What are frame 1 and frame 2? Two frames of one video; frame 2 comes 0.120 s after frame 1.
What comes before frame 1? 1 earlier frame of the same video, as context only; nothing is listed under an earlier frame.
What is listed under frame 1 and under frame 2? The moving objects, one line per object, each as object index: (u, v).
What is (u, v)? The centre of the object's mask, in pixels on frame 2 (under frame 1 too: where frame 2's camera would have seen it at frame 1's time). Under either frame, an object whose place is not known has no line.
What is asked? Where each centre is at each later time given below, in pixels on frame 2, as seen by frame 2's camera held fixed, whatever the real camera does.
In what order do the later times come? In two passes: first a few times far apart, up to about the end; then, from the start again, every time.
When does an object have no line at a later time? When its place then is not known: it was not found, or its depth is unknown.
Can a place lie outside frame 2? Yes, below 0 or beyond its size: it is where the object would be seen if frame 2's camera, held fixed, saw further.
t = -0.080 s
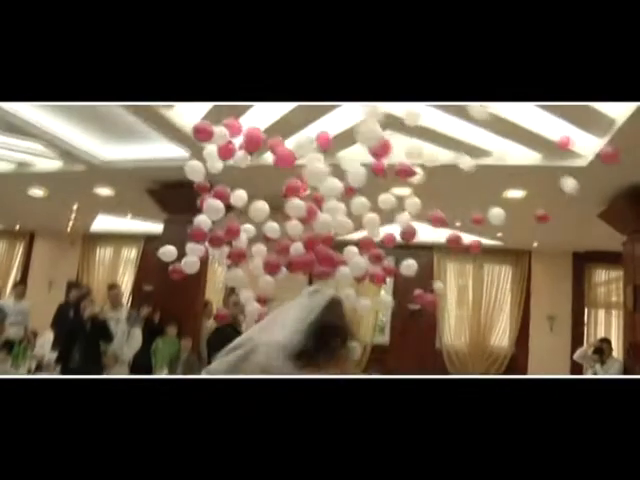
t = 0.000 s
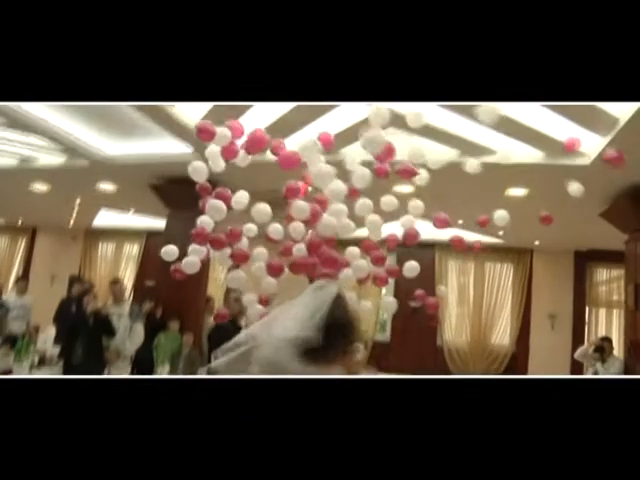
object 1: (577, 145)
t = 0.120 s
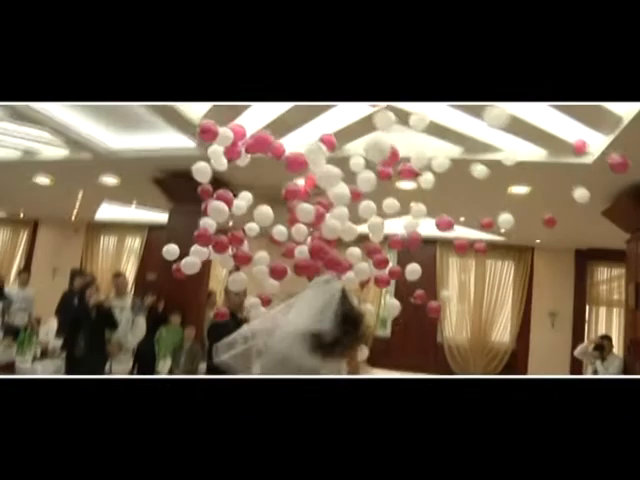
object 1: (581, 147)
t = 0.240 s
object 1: (585, 153)
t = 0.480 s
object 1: (596, 165)
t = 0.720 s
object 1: (604, 178)
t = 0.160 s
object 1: (582, 149)
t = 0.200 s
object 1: (584, 151)
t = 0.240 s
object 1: (585, 153)
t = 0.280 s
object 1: (587, 155)
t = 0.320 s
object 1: (588, 156)
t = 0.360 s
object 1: (590, 159)
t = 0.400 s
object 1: (591, 162)
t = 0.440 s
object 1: (593, 163)
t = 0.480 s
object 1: (596, 165)
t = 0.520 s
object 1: (596, 167)
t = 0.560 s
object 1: (598, 170)
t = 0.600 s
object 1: (600, 172)
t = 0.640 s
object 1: (601, 174)
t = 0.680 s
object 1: (603, 177)
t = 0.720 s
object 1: (604, 178)
